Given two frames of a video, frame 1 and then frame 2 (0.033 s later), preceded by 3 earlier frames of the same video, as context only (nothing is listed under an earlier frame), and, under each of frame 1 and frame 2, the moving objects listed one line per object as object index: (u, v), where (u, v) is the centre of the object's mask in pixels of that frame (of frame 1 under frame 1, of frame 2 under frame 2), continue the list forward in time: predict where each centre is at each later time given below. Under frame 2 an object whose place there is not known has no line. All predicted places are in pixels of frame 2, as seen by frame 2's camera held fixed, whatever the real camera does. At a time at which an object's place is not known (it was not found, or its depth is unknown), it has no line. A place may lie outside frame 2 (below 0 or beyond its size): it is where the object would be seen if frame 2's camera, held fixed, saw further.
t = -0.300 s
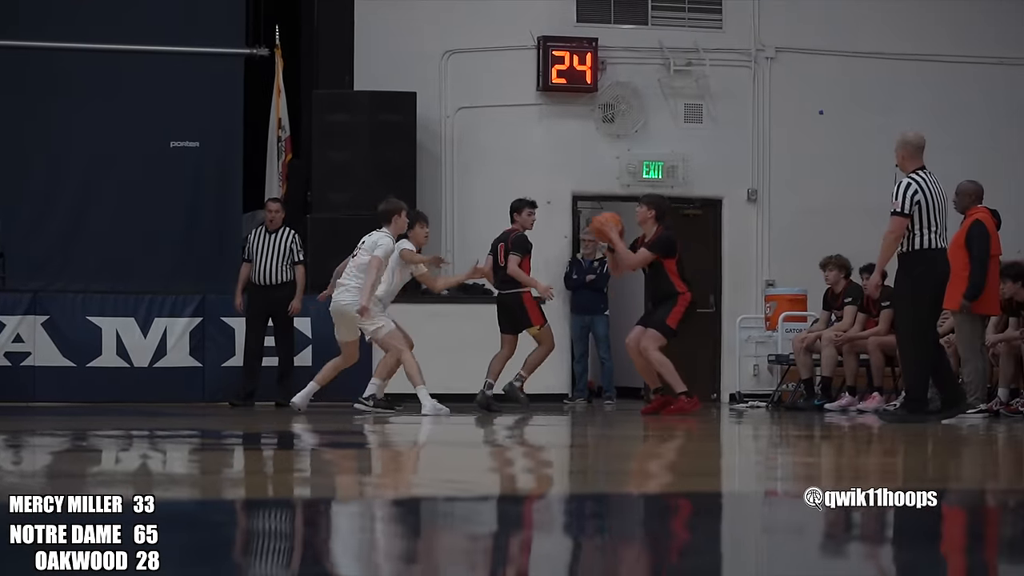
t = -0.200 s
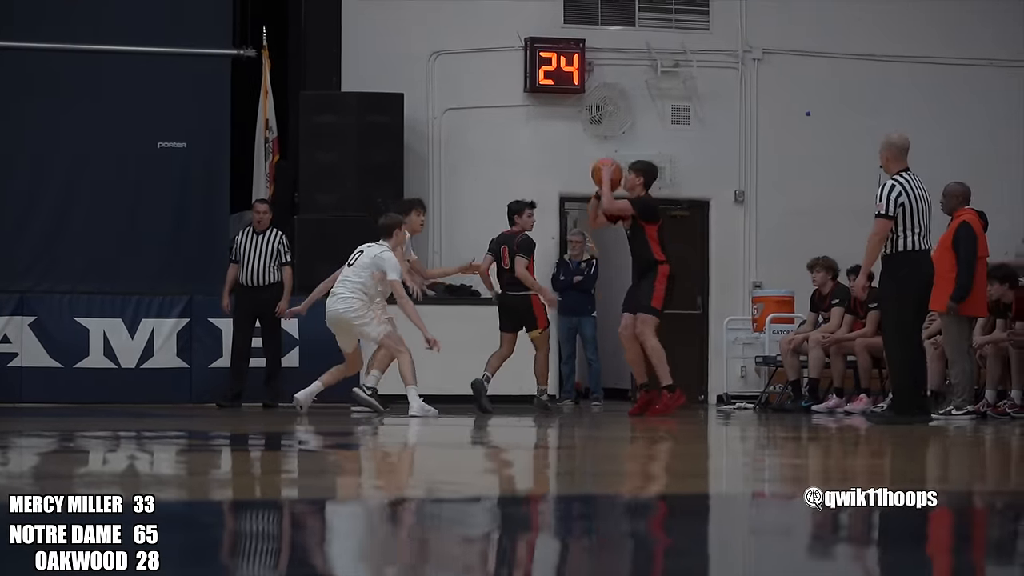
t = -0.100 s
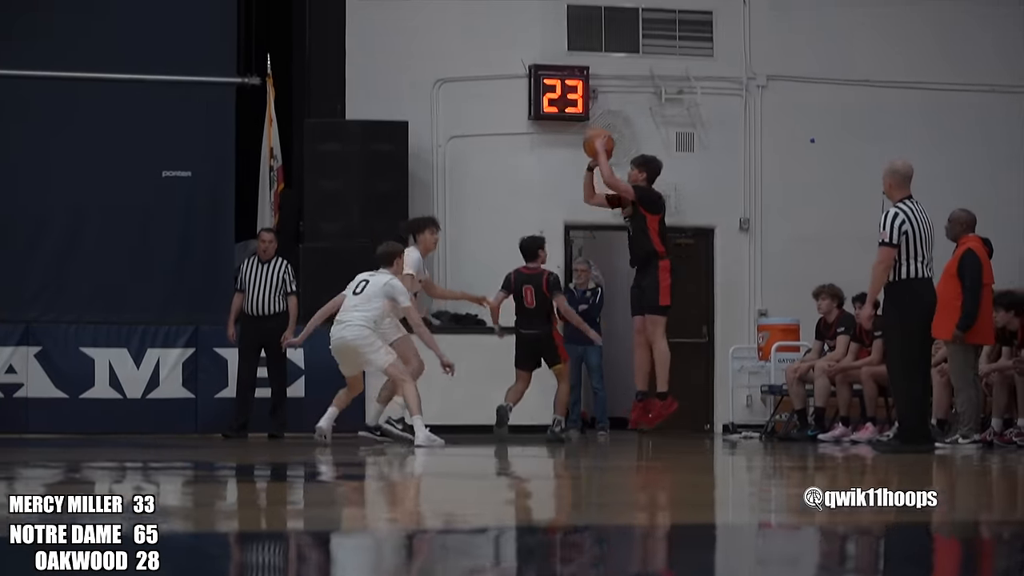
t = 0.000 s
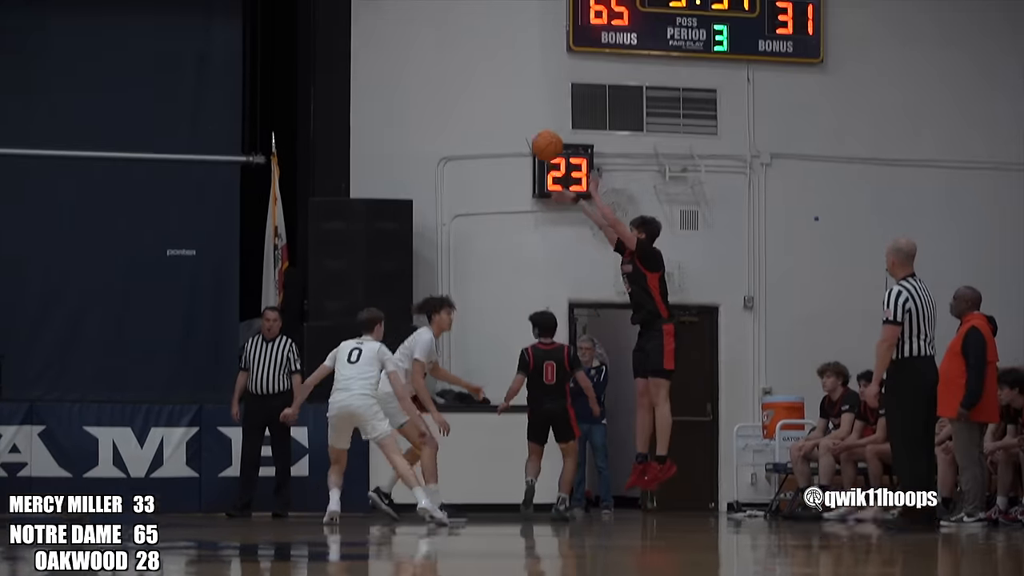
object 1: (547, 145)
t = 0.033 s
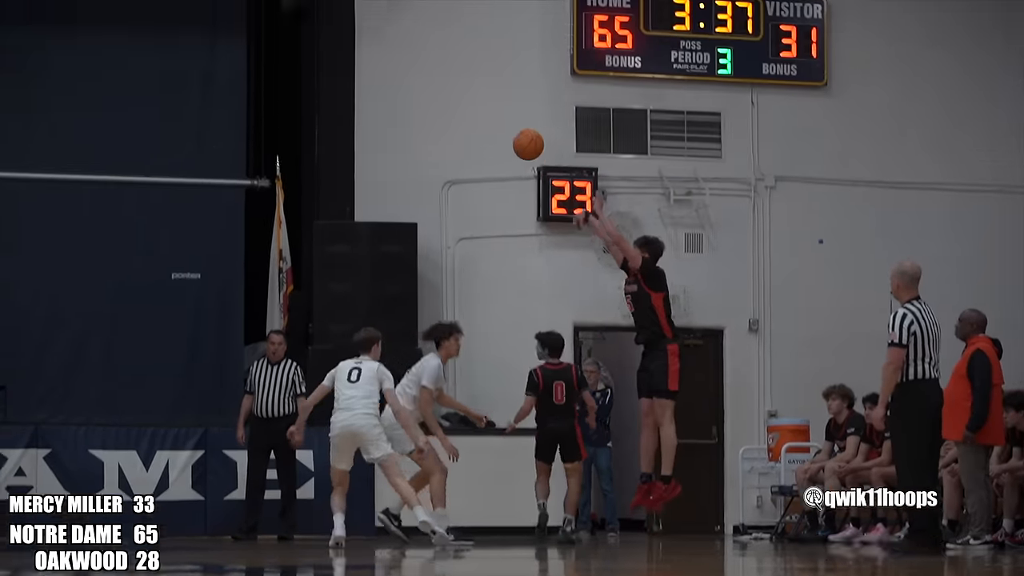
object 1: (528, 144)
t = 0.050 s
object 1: (515, 133)
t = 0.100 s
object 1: (479, 99)
